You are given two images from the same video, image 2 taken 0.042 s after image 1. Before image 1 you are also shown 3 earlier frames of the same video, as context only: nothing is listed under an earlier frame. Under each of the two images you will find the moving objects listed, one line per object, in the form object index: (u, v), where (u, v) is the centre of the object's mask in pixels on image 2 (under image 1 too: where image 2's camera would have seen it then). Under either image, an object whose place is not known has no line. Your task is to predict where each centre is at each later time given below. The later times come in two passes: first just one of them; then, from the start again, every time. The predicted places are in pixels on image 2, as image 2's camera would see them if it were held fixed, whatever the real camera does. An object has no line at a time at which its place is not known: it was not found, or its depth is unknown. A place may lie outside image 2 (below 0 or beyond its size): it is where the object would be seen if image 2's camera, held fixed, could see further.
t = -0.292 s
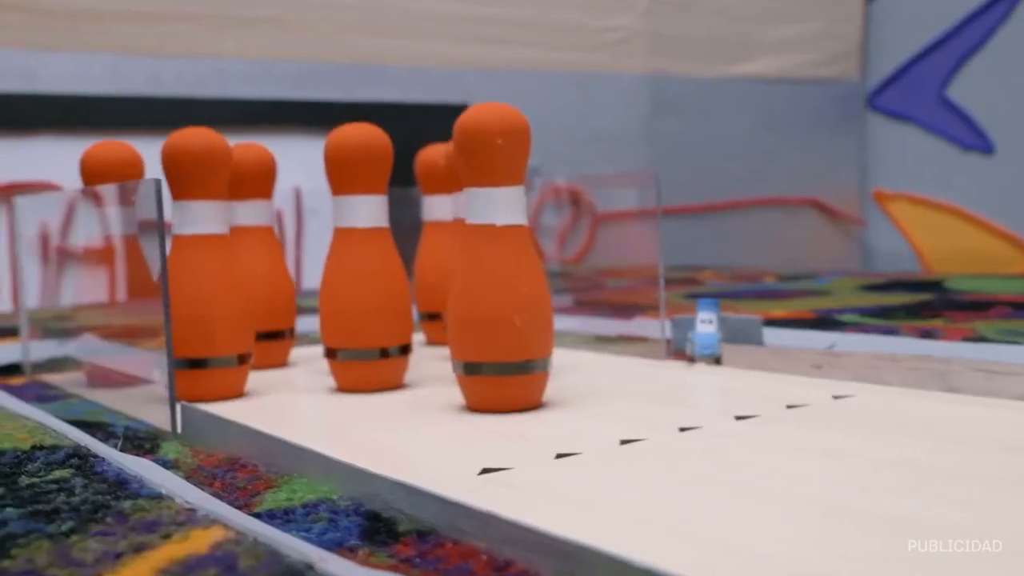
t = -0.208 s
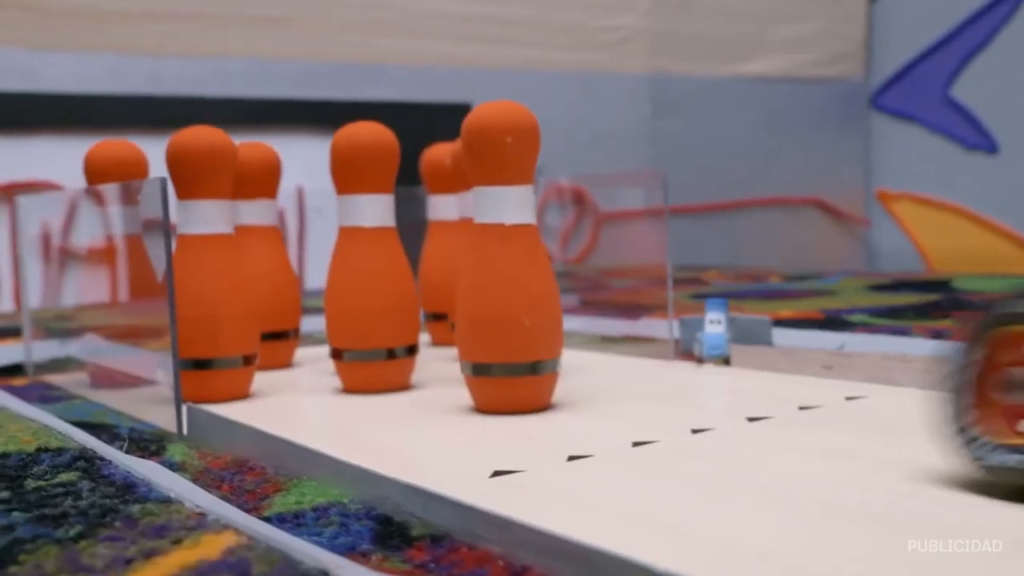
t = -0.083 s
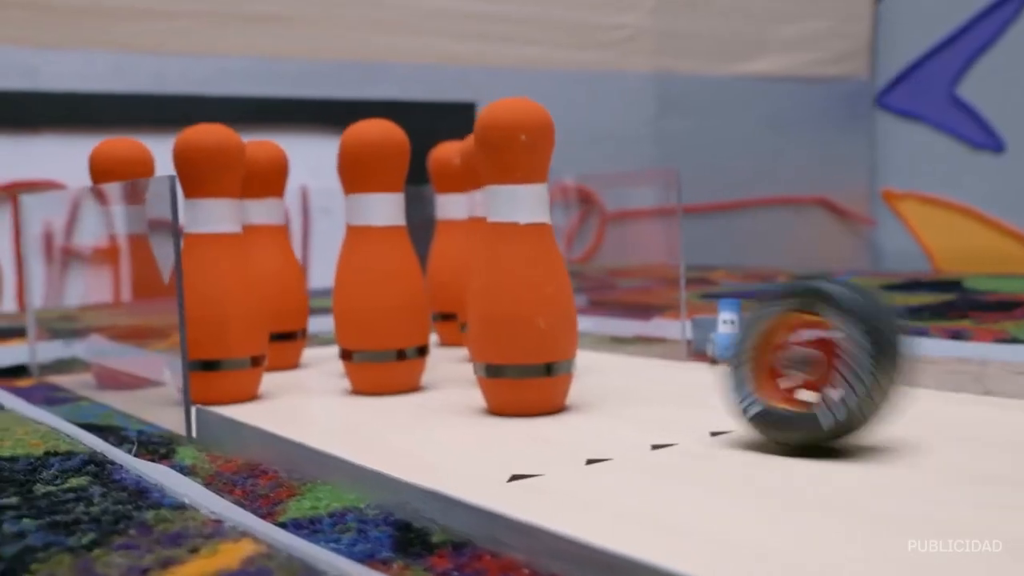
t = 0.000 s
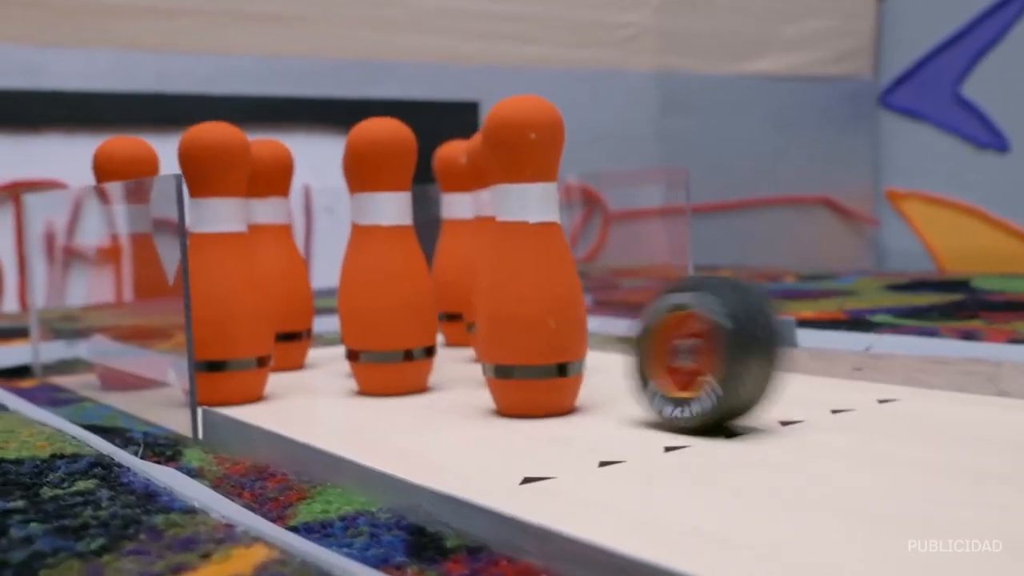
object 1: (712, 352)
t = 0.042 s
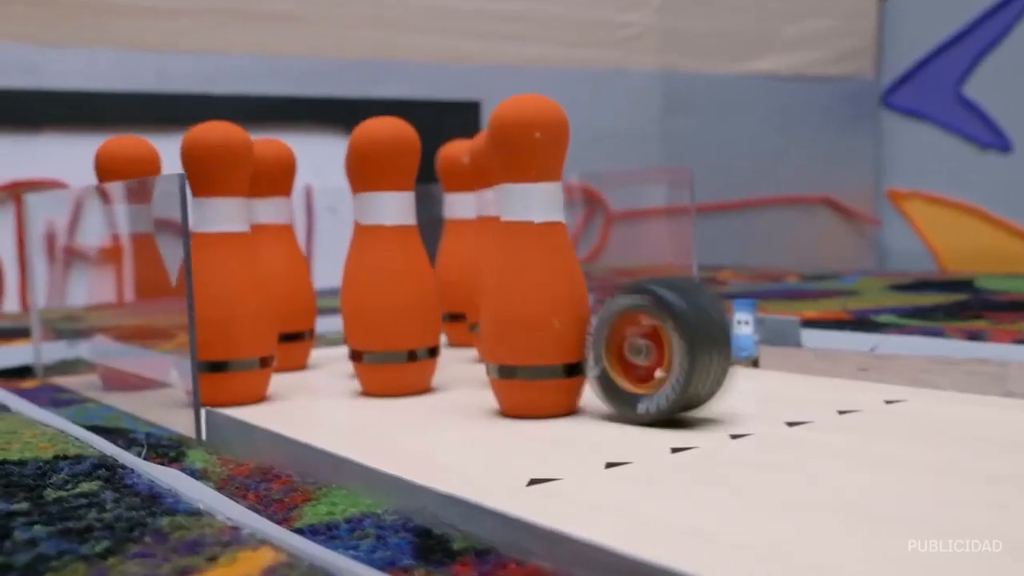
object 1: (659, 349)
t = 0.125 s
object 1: (654, 323)
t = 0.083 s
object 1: (653, 333)
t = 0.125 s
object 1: (654, 323)
